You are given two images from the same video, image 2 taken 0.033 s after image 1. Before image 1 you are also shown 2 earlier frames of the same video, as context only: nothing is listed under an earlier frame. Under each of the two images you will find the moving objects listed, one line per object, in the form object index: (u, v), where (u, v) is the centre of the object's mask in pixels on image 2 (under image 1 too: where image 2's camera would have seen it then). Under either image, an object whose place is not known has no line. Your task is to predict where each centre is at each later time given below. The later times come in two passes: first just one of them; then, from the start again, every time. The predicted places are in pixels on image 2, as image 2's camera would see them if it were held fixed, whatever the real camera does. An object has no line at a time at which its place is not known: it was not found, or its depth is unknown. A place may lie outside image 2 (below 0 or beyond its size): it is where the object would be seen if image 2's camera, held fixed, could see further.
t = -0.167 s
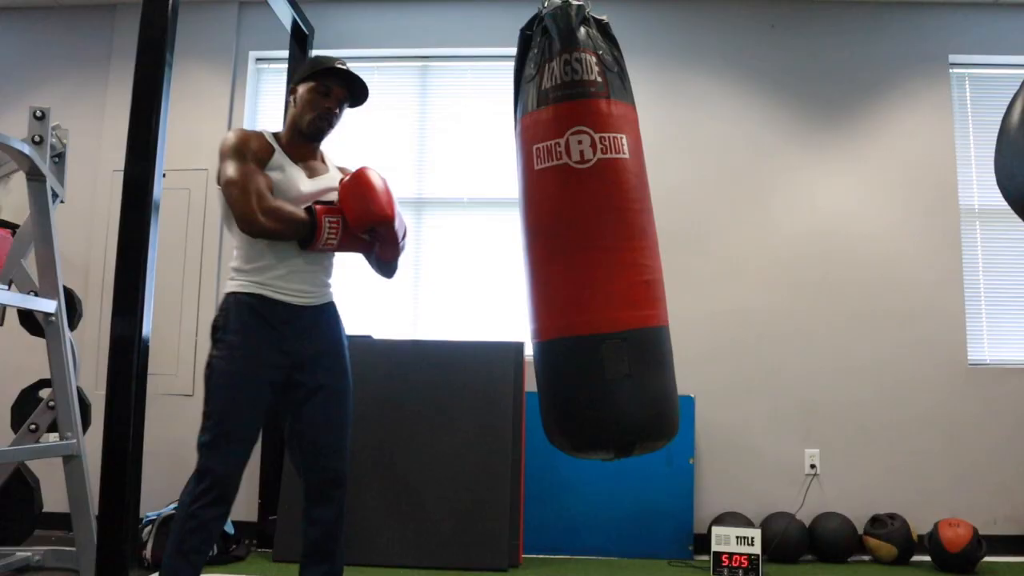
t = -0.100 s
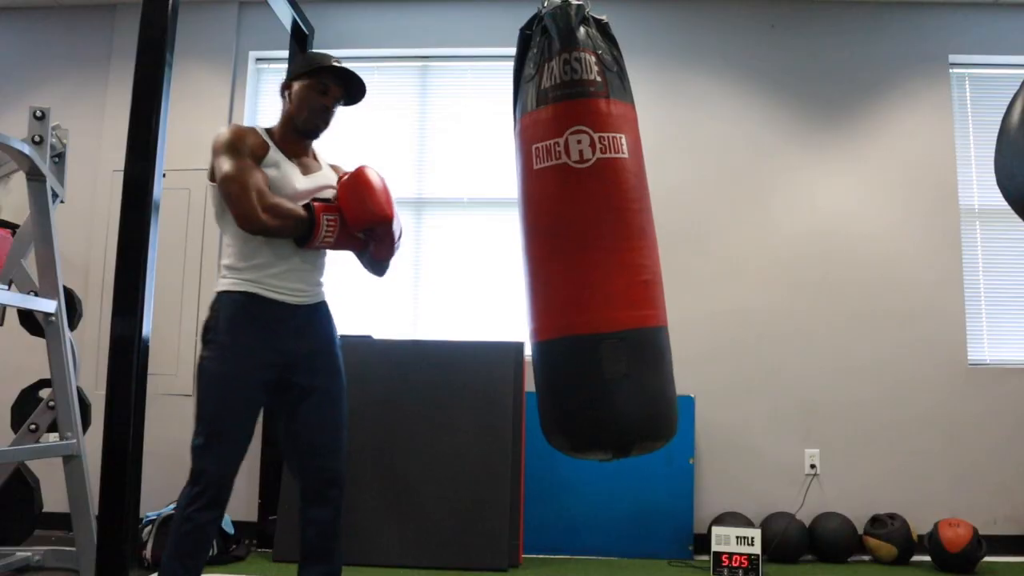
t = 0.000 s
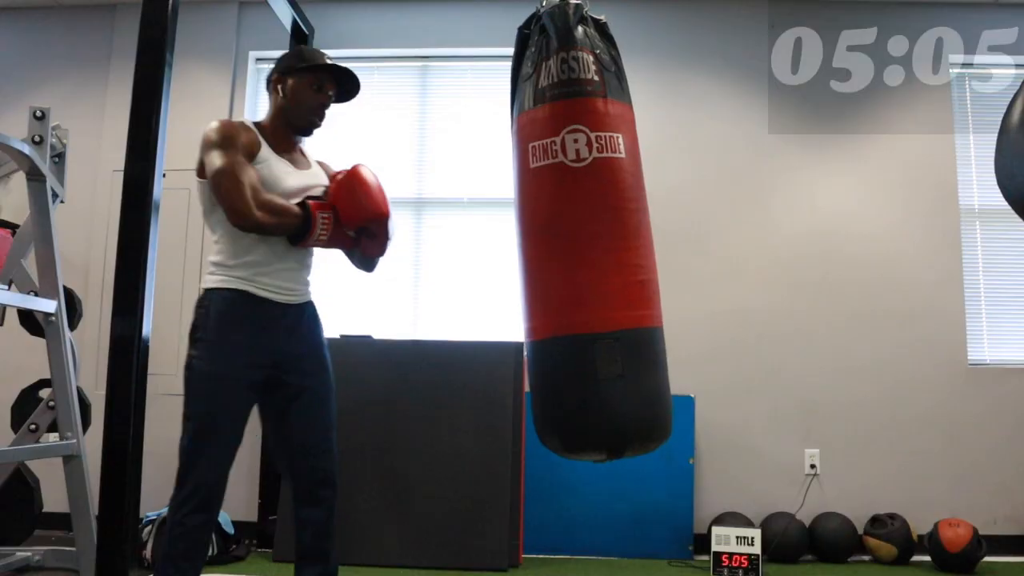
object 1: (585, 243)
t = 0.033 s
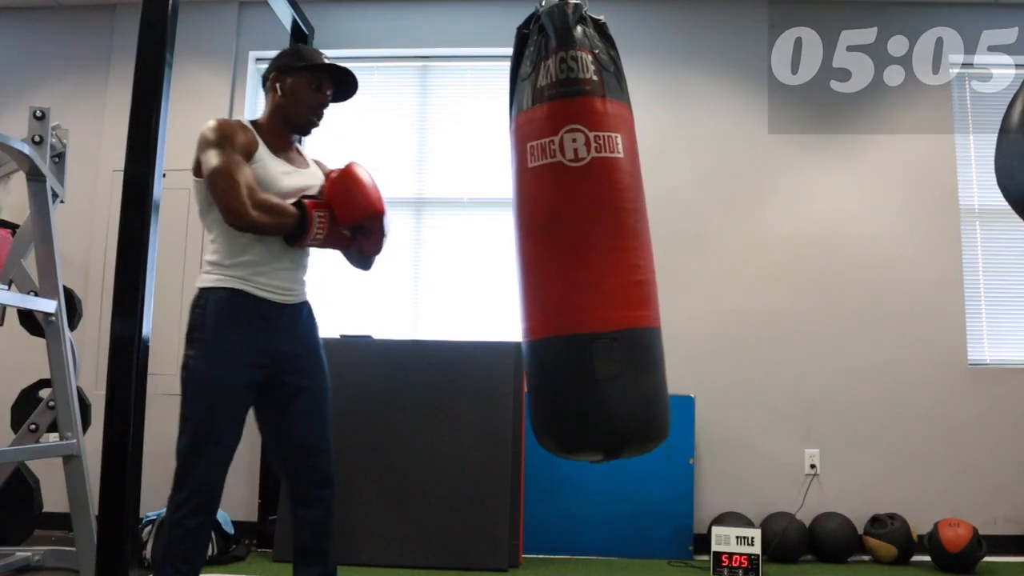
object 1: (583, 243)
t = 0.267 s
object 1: (562, 244)
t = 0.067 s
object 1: (581, 243)
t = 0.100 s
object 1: (578, 243)
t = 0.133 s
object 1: (576, 244)
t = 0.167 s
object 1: (573, 244)
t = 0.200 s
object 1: (570, 244)
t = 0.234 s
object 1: (566, 244)
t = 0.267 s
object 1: (562, 244)
